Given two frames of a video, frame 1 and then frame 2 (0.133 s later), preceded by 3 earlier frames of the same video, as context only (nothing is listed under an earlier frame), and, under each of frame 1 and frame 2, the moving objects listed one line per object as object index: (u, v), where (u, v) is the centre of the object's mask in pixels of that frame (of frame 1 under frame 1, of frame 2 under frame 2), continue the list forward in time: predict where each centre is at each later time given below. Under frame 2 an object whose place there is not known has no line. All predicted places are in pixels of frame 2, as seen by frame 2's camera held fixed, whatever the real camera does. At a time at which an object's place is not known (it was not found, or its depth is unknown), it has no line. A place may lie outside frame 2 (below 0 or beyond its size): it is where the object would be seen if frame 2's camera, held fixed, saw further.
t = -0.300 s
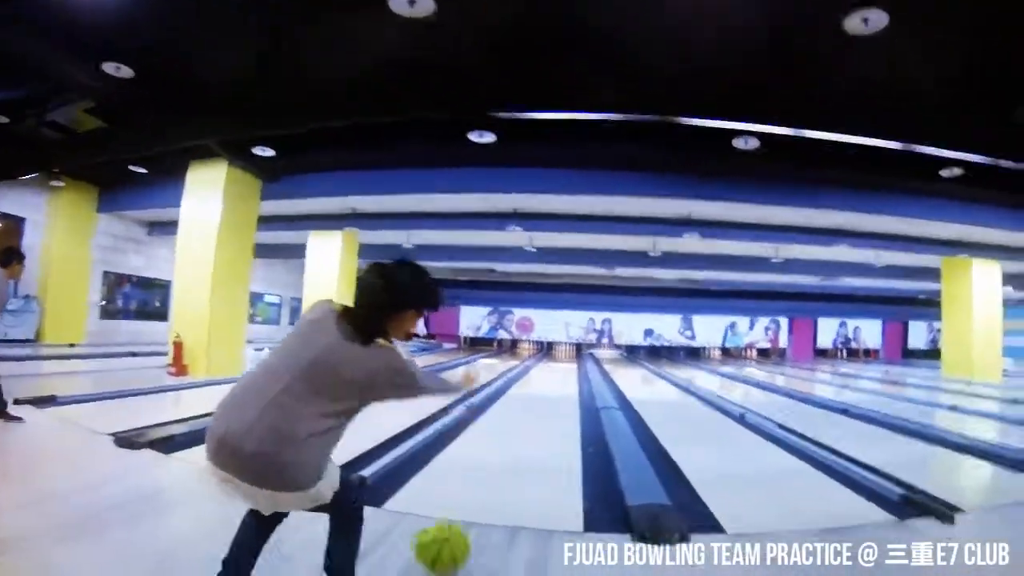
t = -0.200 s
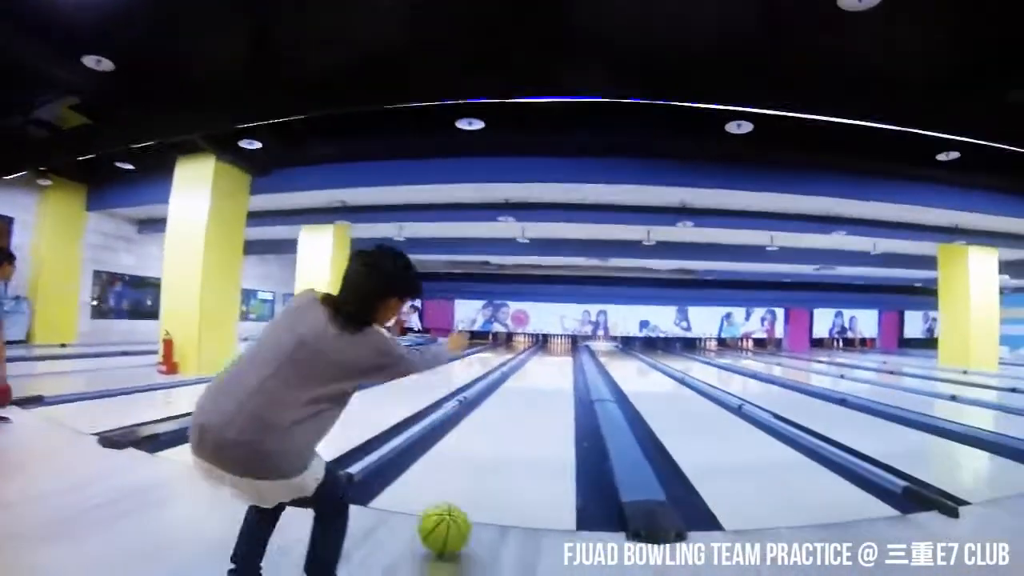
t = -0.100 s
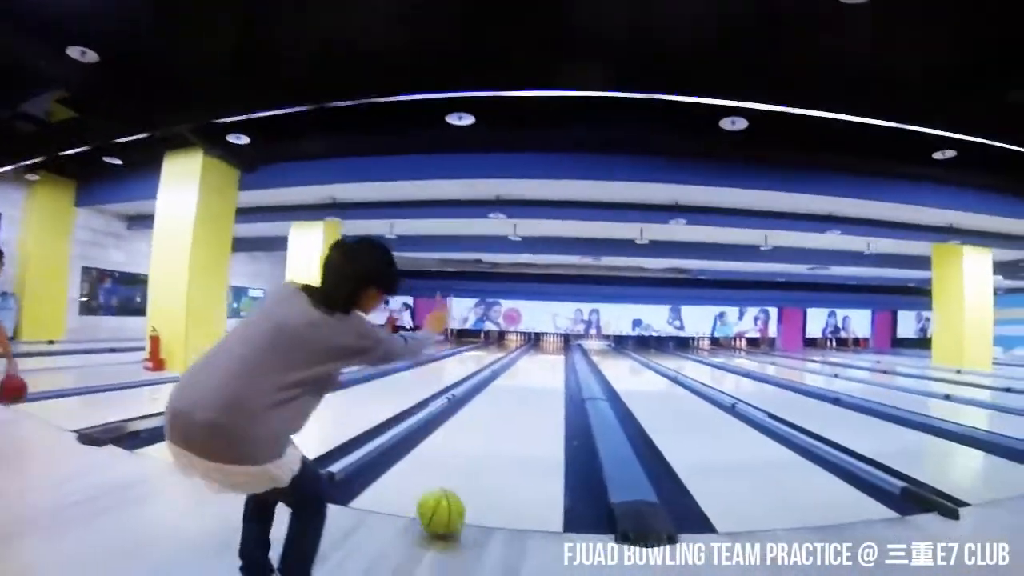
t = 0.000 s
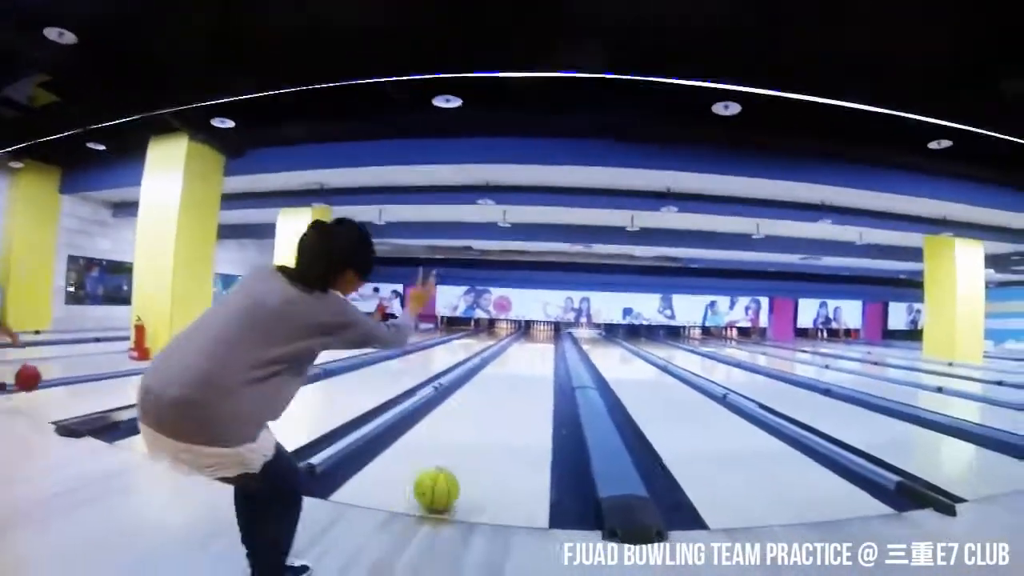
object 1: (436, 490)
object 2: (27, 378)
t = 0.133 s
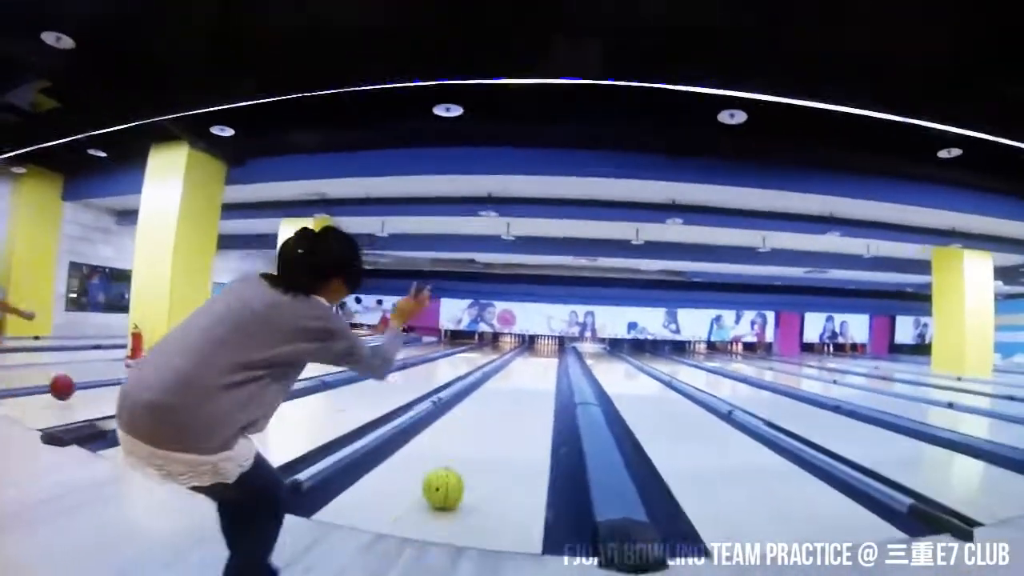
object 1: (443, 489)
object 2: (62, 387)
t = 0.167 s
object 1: (445, 484)
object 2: (71, 388)
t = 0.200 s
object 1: (448, 480)
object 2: (80, 391)
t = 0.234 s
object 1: (451, 477)
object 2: (90, 390)
